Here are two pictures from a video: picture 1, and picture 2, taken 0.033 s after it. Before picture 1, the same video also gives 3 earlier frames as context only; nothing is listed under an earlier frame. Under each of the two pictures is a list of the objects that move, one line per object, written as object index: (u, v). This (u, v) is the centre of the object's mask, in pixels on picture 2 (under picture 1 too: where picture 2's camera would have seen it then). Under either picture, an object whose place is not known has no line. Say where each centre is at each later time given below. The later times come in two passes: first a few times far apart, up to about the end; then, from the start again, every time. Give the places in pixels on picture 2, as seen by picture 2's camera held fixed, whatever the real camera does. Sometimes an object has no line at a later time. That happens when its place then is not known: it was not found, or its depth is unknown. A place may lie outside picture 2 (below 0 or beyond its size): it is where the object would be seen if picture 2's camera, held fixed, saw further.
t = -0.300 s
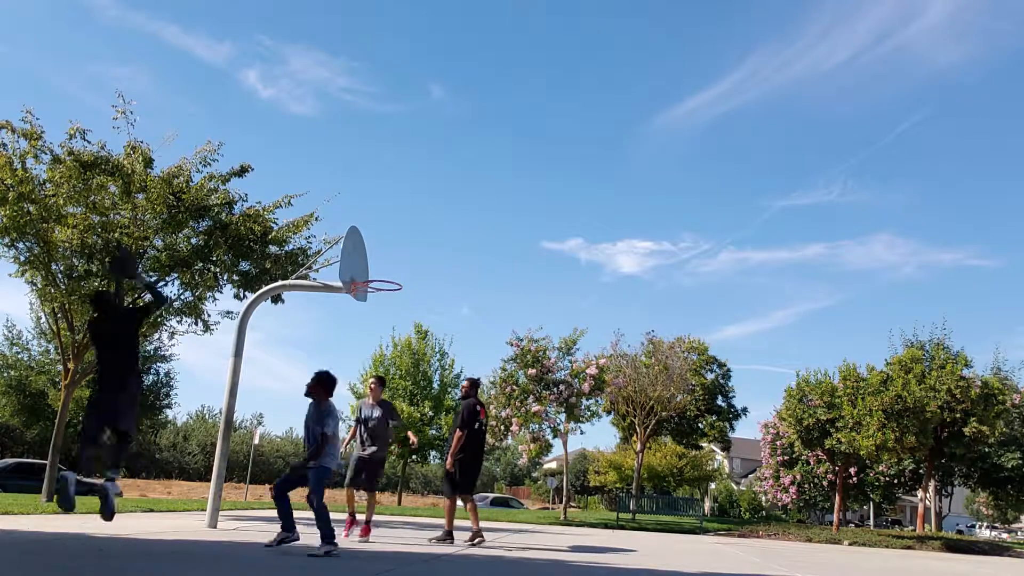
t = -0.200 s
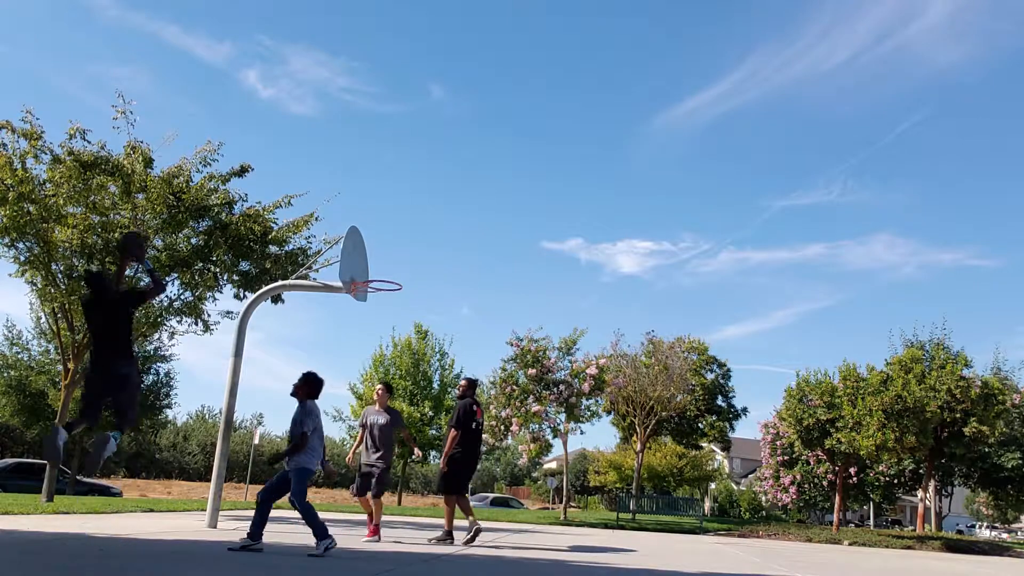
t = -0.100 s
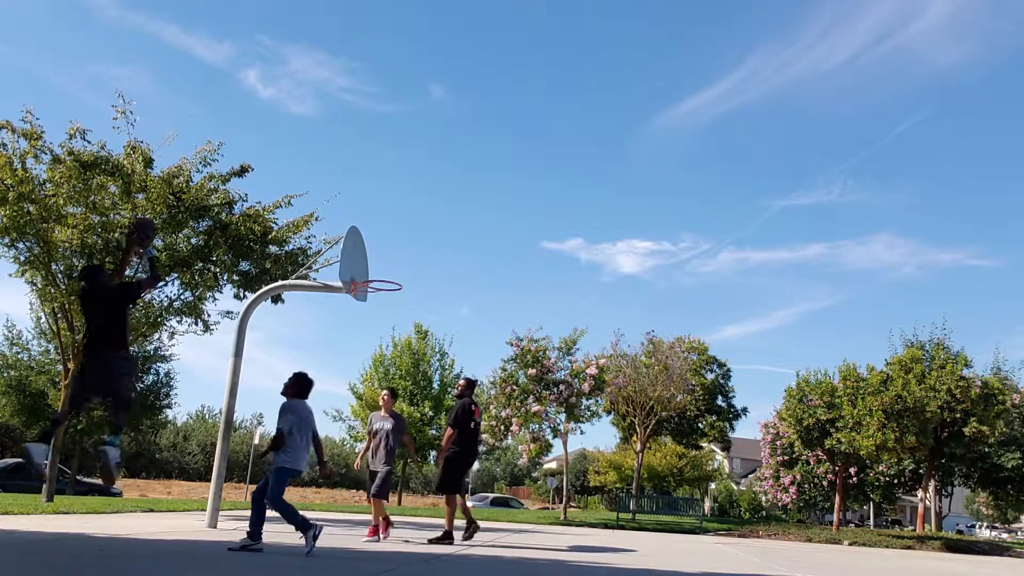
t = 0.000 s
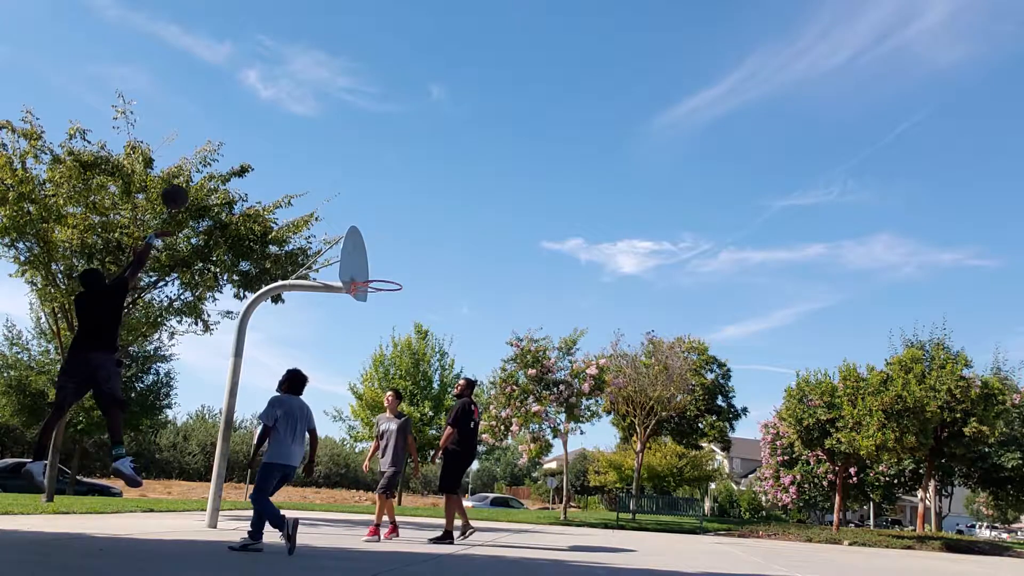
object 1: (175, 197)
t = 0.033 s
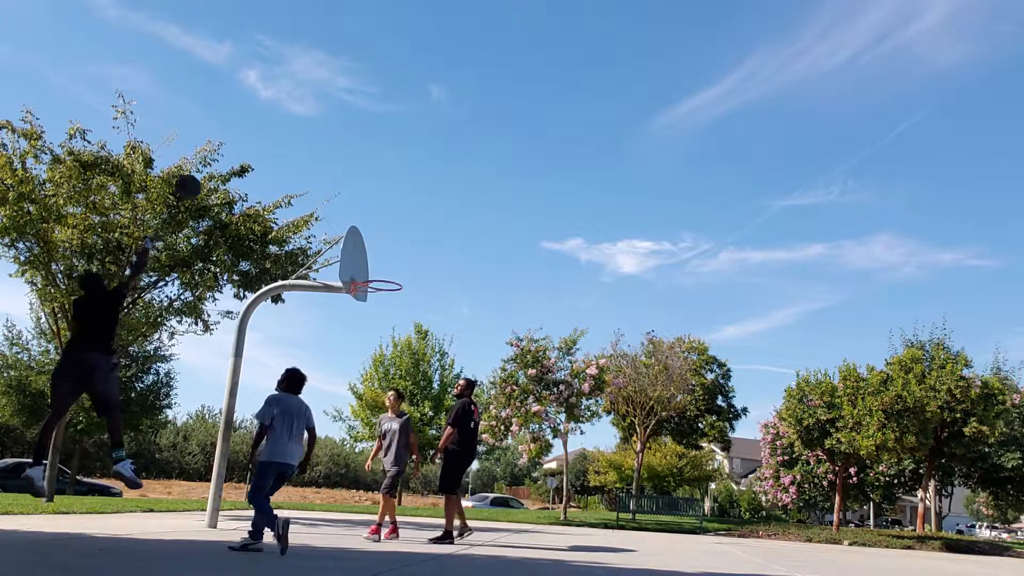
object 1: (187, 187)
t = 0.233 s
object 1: (254, 156)
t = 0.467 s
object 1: (312, 167)
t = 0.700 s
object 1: (357, 218)
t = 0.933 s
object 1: (387, 252)
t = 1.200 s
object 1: (402, 208)
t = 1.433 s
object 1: (410, 212)
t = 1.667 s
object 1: (414, 257)
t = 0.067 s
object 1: (200, 178)
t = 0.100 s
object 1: (211, 171)
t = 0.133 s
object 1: (223, 166)
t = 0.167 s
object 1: (233, 161)
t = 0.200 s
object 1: (244, 159)
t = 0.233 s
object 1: (254, 156)
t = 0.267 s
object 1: (263, 155)
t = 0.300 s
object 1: (272, 155)
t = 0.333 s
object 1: (281, 155)
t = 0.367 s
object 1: (289, 157)
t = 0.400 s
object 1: (297, 160)
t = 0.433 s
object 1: (305, 163)
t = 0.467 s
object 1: (312, 167)
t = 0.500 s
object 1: (319, 172)
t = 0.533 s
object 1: (326, 178)
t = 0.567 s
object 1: (333, 184)
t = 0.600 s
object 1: (339, 192)
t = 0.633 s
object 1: (346, 200)
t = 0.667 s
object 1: (351, 209)
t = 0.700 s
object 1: (357, 218)
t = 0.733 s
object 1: (363, 229)
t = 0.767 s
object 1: (368, 240)
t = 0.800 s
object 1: (373, 251)
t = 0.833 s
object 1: (378, 264)
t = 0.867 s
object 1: (382, 272)
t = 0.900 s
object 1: (384, 262)
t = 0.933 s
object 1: (387, 252)
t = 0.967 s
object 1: (389, 244)
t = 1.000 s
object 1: (391, 236)
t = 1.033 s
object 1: (393, 229)
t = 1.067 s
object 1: (394, 223)
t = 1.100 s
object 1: (396, 218)
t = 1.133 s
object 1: (398, 214)
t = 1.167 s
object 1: (400, 210)
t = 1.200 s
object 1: (402, 208)
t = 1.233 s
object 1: (403, 206)
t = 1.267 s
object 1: (404, 205)
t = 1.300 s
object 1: (406, 205)
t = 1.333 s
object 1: (407, 205)
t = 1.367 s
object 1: (408, 207)
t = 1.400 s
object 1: (409, 209)
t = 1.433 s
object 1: (410, 212)
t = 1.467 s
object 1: (411, 216)
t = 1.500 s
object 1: (412, 221)
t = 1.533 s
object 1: (412, 226)
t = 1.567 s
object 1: (413, 233)
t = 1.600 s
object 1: (413, 240)
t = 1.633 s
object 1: (414, 248)
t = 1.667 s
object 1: (414, 257)
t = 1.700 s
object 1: (414, 267)
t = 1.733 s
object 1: (415, 278)
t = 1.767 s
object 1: (415, 290)
